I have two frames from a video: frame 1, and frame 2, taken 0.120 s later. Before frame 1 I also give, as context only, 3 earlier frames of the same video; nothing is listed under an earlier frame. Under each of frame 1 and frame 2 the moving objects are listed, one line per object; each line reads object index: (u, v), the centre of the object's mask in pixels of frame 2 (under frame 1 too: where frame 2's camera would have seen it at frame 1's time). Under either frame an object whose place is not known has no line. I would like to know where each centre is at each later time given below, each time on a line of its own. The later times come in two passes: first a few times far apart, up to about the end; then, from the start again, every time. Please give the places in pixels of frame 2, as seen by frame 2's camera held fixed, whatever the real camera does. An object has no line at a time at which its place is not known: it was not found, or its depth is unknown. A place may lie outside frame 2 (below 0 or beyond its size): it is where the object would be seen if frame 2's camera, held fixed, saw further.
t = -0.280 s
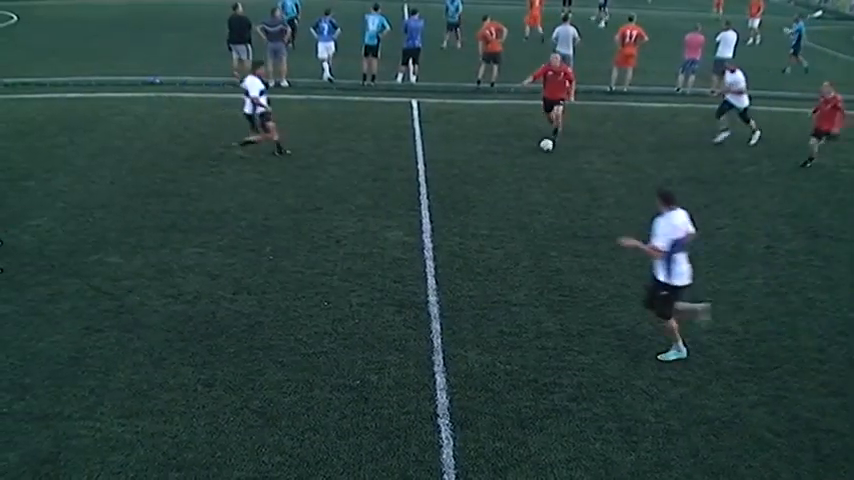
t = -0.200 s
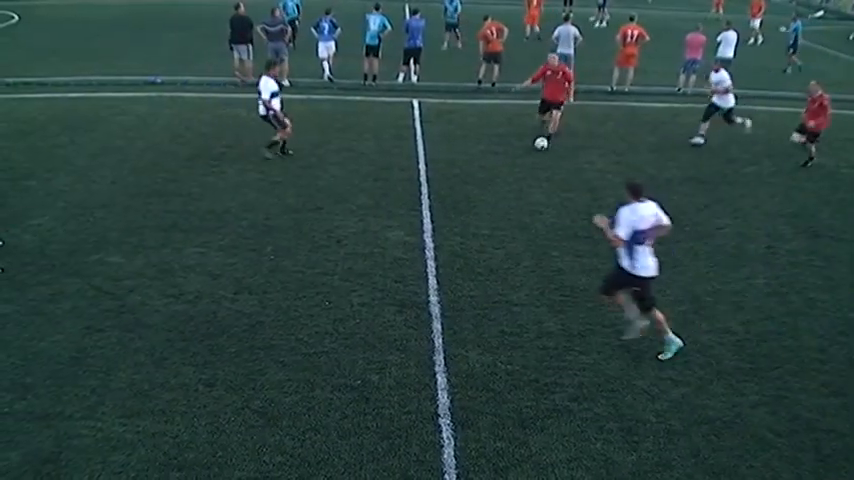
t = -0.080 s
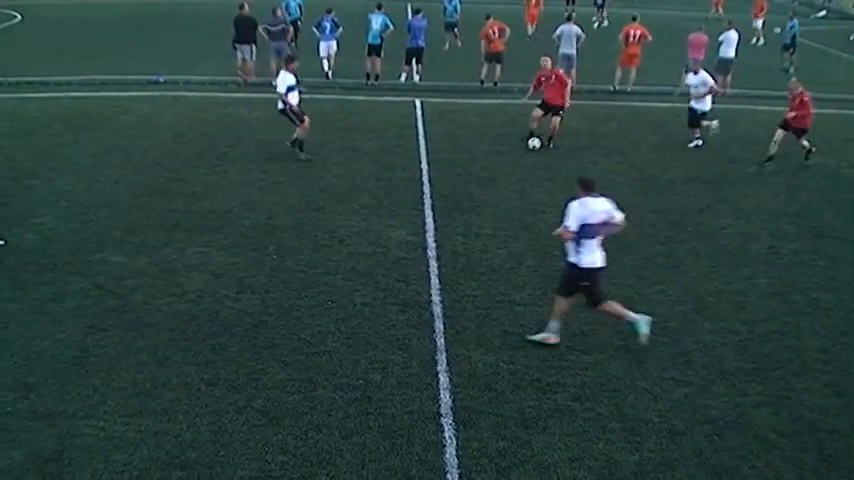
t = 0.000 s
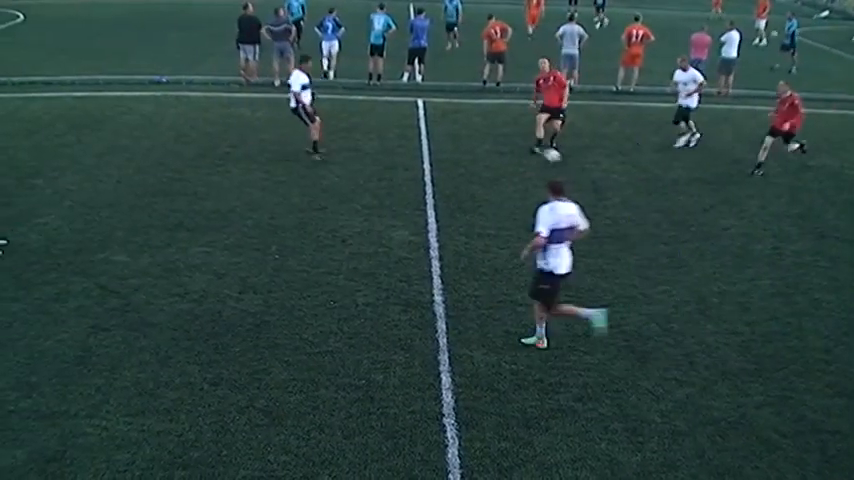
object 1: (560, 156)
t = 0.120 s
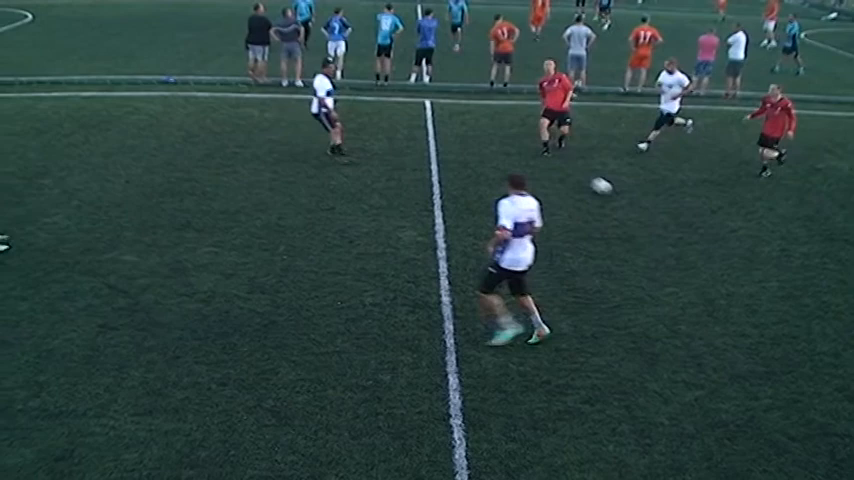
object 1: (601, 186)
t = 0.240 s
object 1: (649, 218)
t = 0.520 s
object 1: (785, 315)
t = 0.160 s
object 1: (616, 196)
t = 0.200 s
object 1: (632, 206)
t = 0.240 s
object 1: (649, 218)
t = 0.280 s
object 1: (665, 231)
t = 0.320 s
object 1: (684, 243)
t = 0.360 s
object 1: (703, 257)
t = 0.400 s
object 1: (723, 272)
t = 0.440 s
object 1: (743, 284)
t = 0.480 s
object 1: (763, 298)
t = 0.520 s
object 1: (785, 315)
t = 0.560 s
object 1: (808, 331)
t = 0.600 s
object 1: (832, 346)
